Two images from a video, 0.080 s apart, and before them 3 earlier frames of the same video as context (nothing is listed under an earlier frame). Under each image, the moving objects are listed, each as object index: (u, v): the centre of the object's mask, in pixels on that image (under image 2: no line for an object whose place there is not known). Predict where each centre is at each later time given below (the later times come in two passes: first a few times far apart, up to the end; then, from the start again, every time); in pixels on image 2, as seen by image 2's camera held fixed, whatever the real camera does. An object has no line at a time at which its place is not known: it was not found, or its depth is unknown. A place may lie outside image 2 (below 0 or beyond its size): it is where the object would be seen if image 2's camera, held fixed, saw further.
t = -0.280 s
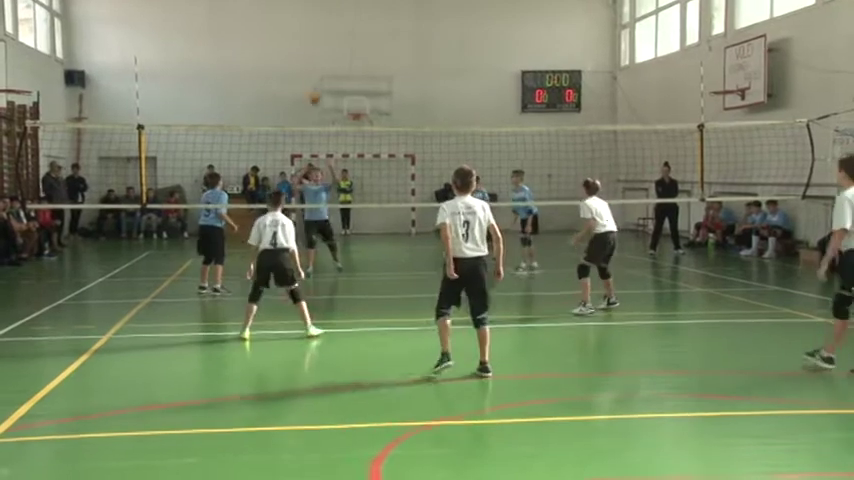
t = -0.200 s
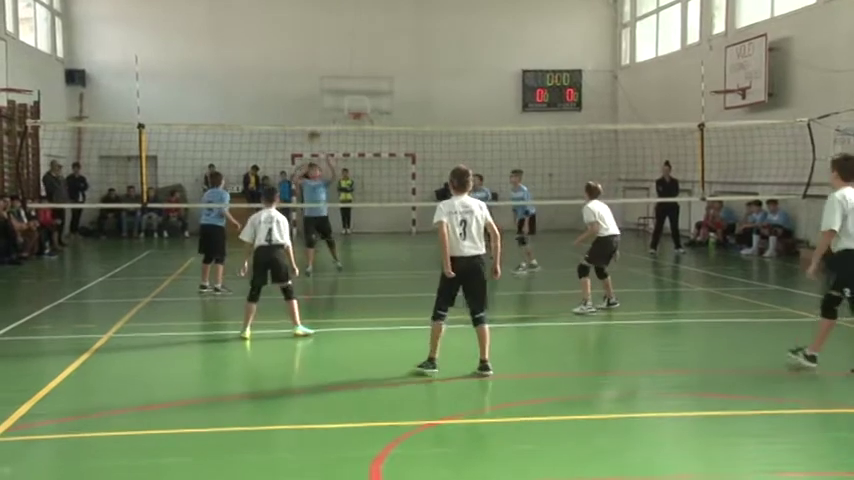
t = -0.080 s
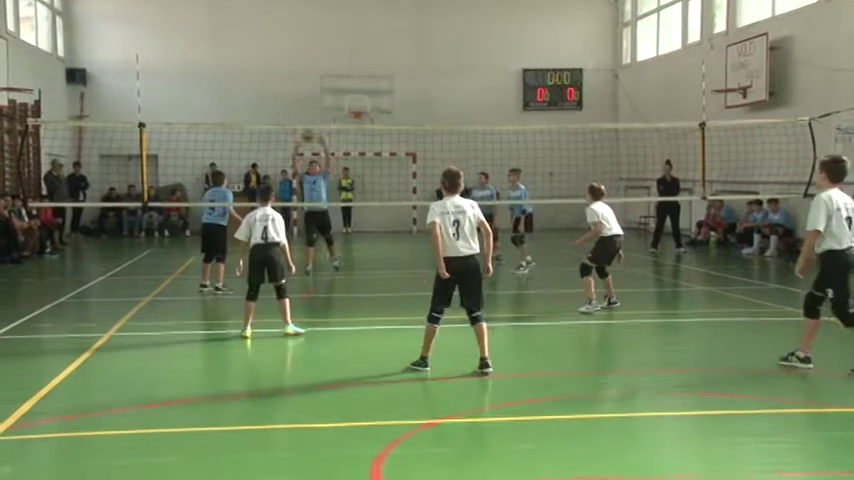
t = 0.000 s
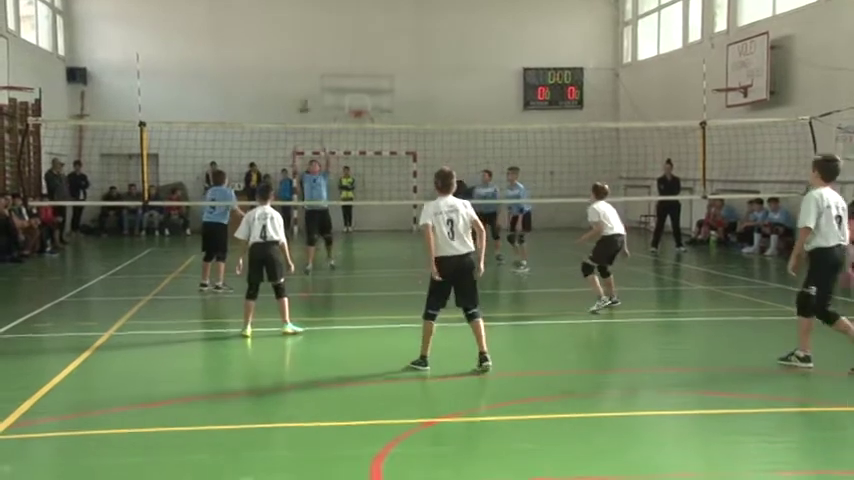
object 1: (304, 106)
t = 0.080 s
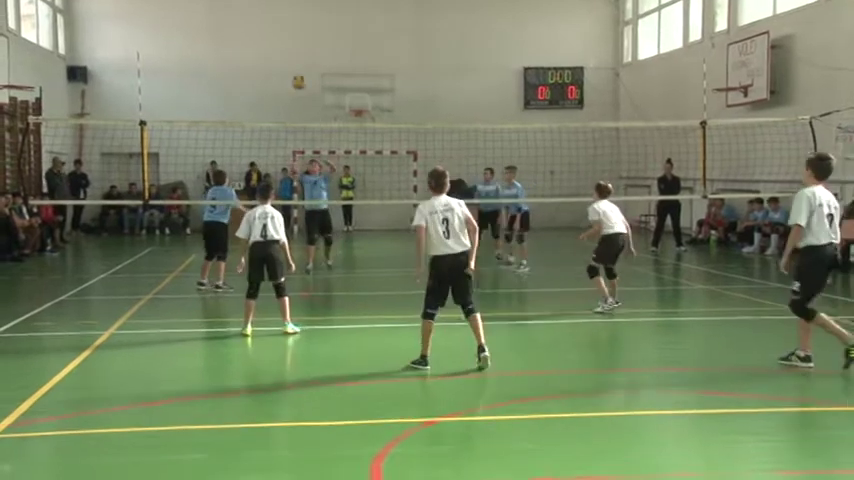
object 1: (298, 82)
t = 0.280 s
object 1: (286, 42)
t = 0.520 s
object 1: (271, 29)
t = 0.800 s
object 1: (253, 64)
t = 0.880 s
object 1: (248, 86)
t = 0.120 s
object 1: (296, 72)
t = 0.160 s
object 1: (293, 63)
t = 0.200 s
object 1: (291, 55)
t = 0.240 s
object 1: (289, 47)
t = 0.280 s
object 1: (286, 42)
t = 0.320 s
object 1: (283, 37)
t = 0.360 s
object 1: (281, 33)
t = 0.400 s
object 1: (278, 31)
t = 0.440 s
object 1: (276, 29)
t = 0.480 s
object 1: (273, 28)
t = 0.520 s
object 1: (271, 29)
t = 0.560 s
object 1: (268, 30)
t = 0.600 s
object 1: (266, 33)
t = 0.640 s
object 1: (263, 37)
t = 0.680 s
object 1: (260, 42)
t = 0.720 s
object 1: (258, 48)
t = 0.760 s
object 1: (256, 56)
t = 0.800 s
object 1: (253, 64)
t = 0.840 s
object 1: (251, 74)
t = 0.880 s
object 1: (248, 86)
